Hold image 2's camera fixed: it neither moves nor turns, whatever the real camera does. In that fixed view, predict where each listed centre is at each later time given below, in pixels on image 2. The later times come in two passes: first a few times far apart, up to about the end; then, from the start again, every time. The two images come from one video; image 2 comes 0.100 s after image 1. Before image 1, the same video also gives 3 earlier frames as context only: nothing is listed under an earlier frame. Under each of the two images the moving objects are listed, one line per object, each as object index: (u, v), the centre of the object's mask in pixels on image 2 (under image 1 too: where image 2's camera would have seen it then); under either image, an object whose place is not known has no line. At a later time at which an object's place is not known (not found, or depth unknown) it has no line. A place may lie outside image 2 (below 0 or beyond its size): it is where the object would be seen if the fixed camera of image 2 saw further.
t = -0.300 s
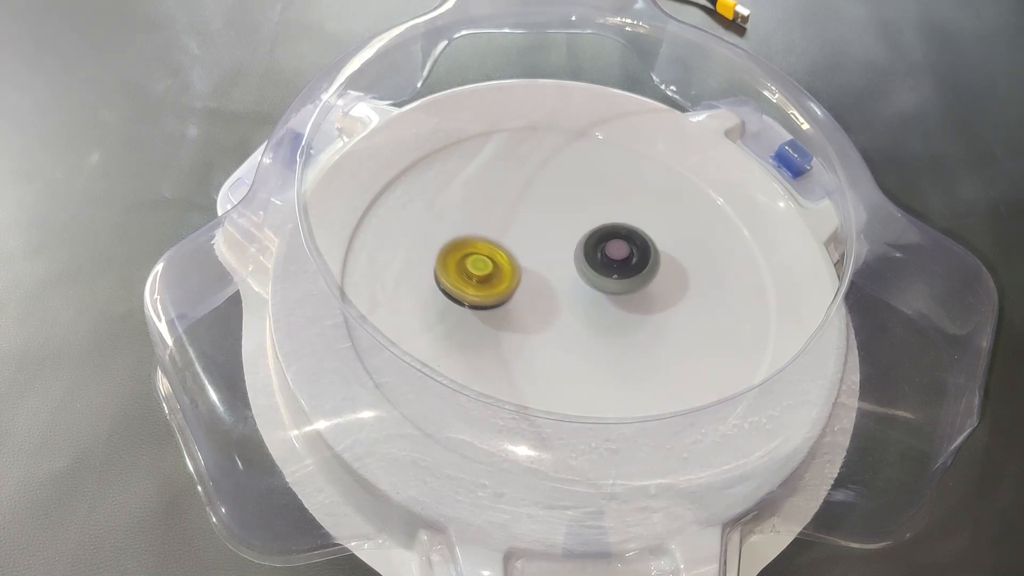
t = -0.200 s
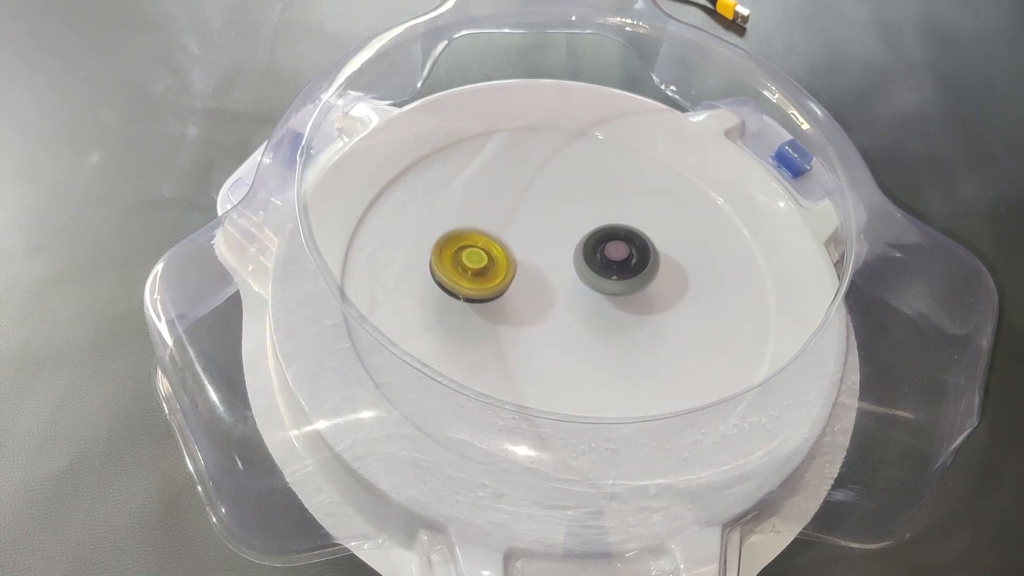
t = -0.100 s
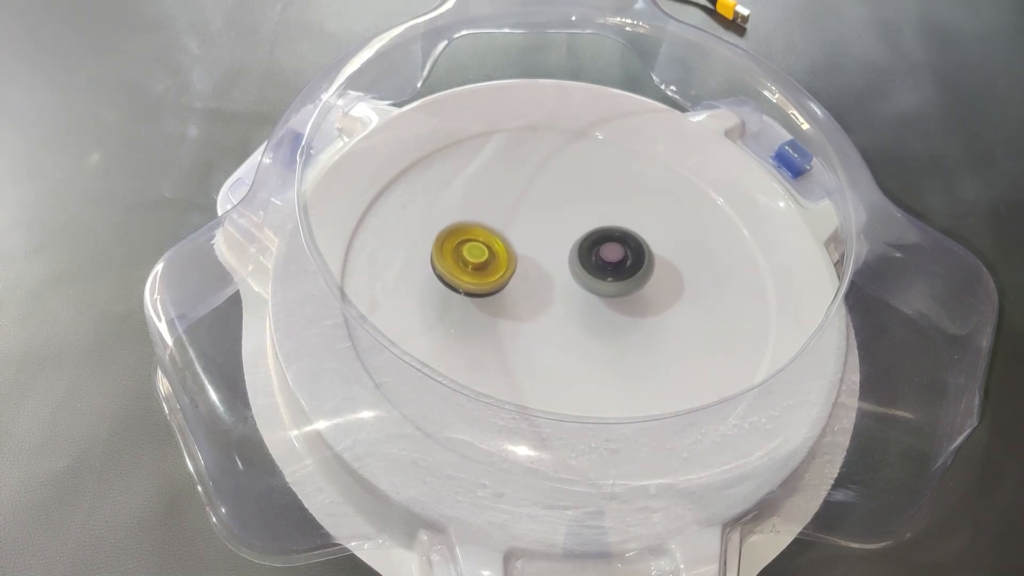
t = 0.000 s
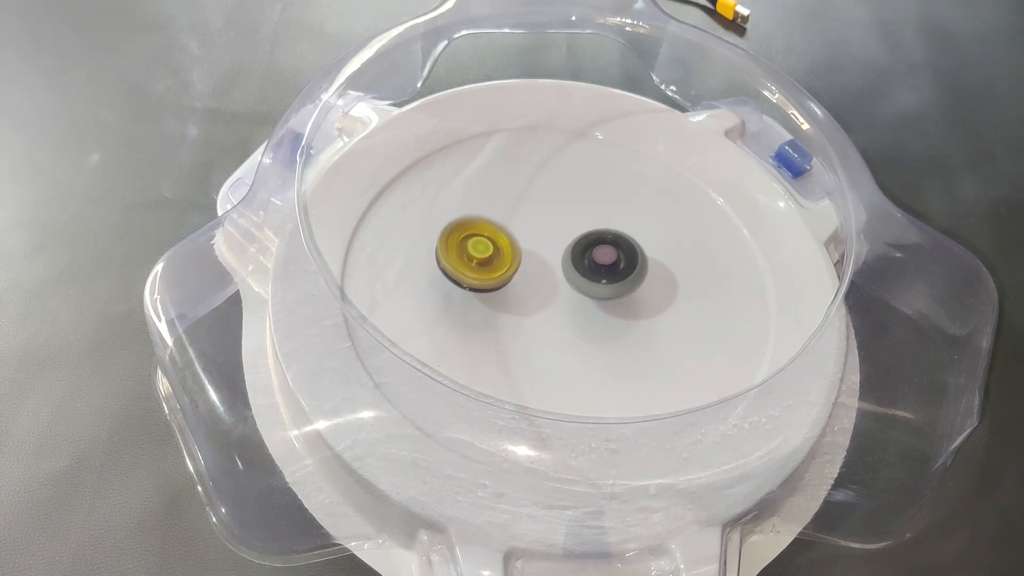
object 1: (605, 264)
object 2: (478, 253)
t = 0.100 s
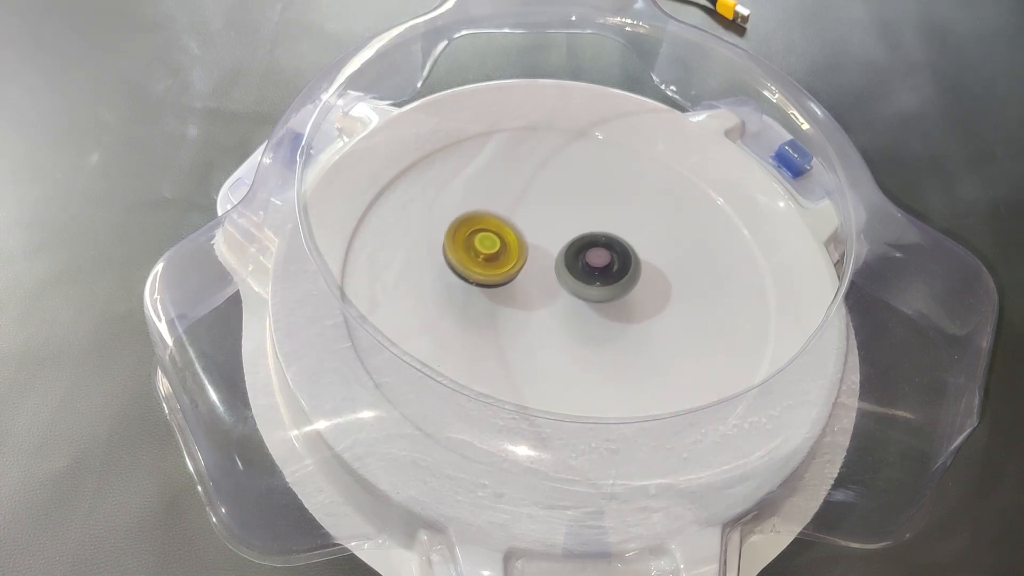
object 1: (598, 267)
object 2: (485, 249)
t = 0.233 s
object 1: (591, 272)
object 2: (497, 241)
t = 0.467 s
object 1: (599, 292)
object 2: (507, 213)
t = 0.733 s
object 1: (584, 289)
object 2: (535, 204)
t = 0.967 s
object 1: (567, 279)
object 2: (571, 206)
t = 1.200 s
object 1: (562, 276)
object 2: (616, 208)
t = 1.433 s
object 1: (565, 274)
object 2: (654, 211)
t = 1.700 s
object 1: (572, 268)
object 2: (670, 223)
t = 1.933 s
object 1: (577, 265)
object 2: (669, 240)
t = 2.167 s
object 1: (523, 266)
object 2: (737, 255)
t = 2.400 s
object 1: (531, 278)
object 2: (738, 264)
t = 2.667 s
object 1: (565, 289)
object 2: (691, 277)
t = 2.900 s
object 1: (547, 284)
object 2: (667, 297)
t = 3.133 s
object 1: (499, 256)
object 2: (701, 342)
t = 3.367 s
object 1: (465, 243)
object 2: (726, 361)
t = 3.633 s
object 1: (498, 258)
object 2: (679, 344)
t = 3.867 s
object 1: (548, 270)
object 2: (621, 324)
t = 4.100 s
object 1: (555, 234)
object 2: (609, 348)
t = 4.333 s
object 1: (580, 253)
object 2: (580, 330)
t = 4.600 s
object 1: (611, 230)
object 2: (532, 356)
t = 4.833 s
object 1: (599, 250)
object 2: (528, 343)
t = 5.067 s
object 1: (585, 266)
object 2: (520, 319)
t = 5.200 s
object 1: (746, 163)
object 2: (306, 377)
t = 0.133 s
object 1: (596, 268)
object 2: (487, 247)
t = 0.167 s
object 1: (594, 270)
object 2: (490, 245)
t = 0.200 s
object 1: (592, 271)
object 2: (494, 243)
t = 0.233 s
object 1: (591, 272)
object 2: (497, 241)
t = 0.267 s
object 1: (589, 273)
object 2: (501, 240)
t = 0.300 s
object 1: (588, 274)
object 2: (505, 238)
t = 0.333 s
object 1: (587, 275)
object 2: (509, 236)
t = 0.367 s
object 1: (586, 277)
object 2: (512, 232)
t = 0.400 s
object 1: (594, 284)
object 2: (507, 223)
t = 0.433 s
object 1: (598, 290)
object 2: (506, 217)
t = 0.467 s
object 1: (599, 292)
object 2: (507, 213)
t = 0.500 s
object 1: (600, 293)
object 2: (510, 211)
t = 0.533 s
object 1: (599, 293)
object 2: (513, 209)
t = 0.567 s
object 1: (598, 293)
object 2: (516, 208)
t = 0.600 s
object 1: (596, 293)
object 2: (519, 207)
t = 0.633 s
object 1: (593, 292)
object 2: (523, 206)
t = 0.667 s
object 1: (590, 291)
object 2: (526, 205)
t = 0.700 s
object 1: (587, 290)
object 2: (530, 205)
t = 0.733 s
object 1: (584, 289)
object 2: (535, 204)
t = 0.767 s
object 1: (581, 287)
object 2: (539, 204)
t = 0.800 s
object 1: (578, 286)
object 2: (543, 204)
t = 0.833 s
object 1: (575, 284)
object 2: (548, 204)
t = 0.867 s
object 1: (573, 283)
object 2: (554, 205)
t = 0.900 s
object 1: (571, 281)
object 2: (559, 205)
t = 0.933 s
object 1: (569, 280)
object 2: (565, 205)
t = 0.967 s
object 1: (567, 279)
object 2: (571, 206)
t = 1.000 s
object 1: (566, 278)
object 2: (577, 206)
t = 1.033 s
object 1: (565, 278)
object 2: (583, 206)
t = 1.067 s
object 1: (564, 277)
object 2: (590, 206)
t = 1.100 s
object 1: (563, 276)
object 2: (596, 207)
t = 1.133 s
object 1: (563, 276)
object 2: (602, 207)
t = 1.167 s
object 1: (562, 276)
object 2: (609, 208)
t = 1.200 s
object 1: (562, 276)
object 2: (616, 208)
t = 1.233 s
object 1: (562, 276)
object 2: (622, 208)
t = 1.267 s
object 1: (562, 276)
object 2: (628, 209)
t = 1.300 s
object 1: (562, 276)
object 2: (634, 209)
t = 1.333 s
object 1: (563, 276)
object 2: (639, 209)
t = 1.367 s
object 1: (563, 275)
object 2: (645, 210)
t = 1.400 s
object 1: (564, 275)
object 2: (649, 211)
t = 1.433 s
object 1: (565, 274)
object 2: (654, 211)
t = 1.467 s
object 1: (565, 273)
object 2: (657, 212)
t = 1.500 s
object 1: (566, 272)
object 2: (660, 213)
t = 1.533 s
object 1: (567, 272)
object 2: (663, 214)
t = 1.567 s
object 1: (568, 271)
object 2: (665, 216)
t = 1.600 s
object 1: (569, 270)
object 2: (667, 217)
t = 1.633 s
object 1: (570, 270)
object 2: (669, 219)
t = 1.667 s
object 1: (571, 269)
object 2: (670, 221)
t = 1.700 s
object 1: (572, 268)
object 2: (670, 223)
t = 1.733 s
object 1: (572, 268)
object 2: (671, 224)
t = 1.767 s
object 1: (573, 267)
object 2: (671, 227)
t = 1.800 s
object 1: (574, 266)
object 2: (671, 229)
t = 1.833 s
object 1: (575, 266)
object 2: (671, 232)
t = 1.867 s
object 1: (576, 266)
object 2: (670, 234)
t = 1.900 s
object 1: (577, 265)
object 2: (670, 237)
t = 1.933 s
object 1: (577, 265)
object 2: (669, 240)
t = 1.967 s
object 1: (578, 265)
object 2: (668, 243)
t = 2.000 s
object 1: (579, 265)
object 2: (667, 246)
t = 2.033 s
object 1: (580, 265)
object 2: (666, 250)
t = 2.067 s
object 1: (563, 264)
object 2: (683, 251)
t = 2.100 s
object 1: (545, 264)
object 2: (707, 253)
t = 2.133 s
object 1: (531, 265)
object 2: (726, 254)
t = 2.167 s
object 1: (523, 266)
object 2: (737, 255)
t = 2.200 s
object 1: (518, 268)
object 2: (743, 257)
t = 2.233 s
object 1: (516, 270)
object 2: (745, 258)
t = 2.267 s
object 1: (517, 272)
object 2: (745, 259)
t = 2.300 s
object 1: (519, 273)
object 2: (745, 261)
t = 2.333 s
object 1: (523, 275)
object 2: (743, 262)
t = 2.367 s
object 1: (527, 276)
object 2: (741, 263)
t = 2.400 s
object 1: (531, 278)
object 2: (738, 264)
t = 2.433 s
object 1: (536, 280)
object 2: (734, 266)
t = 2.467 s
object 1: (540, 282)
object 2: (729, 267)
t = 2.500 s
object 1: (545, 284)
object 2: (724, 268)
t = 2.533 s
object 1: (549, 285)
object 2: (718, 269)
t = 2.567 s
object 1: (553, 287)
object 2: (711, 271)
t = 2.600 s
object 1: (557, 288)
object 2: (706, 272)
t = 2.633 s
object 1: (561, 289)
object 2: (699, 274)
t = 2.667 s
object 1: (565, 289)
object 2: (691, 277)
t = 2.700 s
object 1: (568, 290)
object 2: (684, 279)
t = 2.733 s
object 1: (571, 289)
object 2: (676, 282)
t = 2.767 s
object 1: (574, 289)
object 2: (667, 286)
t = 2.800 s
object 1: (565, 287)
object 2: (669, 289)
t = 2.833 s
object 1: (556, 286)
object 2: (674, 292)
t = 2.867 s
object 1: (551, 285)
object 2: (672, 295)
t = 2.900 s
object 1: (547, 284)
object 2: (667, 297)
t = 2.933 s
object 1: (545, 283)
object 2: (662, 299)
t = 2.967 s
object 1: (545, 283)
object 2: (655, 300)
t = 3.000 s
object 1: (545, 282)
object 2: (648, 302)
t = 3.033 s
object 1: (547, 282)
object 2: (641, 304)
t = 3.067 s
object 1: (547, 281)
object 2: (637, 307)
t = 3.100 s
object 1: (520, 266)
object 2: (672, 327)
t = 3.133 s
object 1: (499, 256)
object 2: (701, 342)
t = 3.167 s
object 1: (483, 247)
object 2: (725, 356)
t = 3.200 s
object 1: (470, 240)
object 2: (742, 365)
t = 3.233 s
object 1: (463, 238)
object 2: (747, 369)
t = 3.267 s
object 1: (460, 237)
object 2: (743, 369)
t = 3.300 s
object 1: (461, 238)
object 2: (738, 367)
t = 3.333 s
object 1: (463, 240)
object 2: (733, 365)
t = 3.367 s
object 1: (465, 243)
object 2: (726, 361)
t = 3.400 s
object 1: (467, 245)
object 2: (722, 360)
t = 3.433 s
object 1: (469, 247)
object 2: (717, 359)
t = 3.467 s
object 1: (472, 248)
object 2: (712, 358)
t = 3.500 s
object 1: (476, 250)
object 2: (706, 355)
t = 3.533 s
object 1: (480, 252)
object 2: (700, 353)
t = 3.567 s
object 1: (485, 254)
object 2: (693, 350)
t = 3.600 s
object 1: (491, 256)
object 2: (687, 347)
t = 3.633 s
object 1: (498, 258)
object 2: (679, 344)
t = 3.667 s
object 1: (505, 260)
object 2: (672, 341)
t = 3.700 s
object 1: (512, 262)
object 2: (664, 338)
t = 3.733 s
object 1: (519, 264)
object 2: (656, 335)
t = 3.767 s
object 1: (526, 266)
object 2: (647, 332)
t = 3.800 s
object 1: (534, 267)
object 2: (639, 329)
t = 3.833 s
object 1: (541, 269)
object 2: (629, 327)
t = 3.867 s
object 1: (548, 270)
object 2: (621, 324)
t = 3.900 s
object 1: (551, 266)
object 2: (617, 327)
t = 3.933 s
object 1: (548, 255)
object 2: (622, 339)
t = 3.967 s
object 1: (547, 245)
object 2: (622, 348)
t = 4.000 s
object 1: (548, 237)
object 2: (619, 351)
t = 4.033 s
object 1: (550, 234)
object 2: (616, 351)
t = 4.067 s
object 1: (553, 232)
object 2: (612, 349)
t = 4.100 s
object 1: (555, 234)
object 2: (609, 348)
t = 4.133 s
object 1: (559, 236)
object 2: (605, 346)
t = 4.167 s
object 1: (562, 238)
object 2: (601, 344)
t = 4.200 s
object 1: (566, 241)
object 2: (596, 342)
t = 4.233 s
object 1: (570, 244)
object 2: (592, 339)
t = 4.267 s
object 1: (573, 247)
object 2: (588, 336)
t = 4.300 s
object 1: (577, 250)
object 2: (584, 333)
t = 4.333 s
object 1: (580, 253)
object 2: (580, 330)
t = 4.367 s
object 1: (583, 255)
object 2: (576, 327)
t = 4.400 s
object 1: (586, 256)
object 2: (571, 327)
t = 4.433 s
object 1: (593, 245)
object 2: (559, 341)
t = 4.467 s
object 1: (600, 237)
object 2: (548, 350)
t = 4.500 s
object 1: (606, 231)
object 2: (541, 355)
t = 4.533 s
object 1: (609, 229)
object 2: (536, 356)
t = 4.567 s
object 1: (610, 229)
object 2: (533, 356)
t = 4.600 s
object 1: (611, 230)
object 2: (532, 356)
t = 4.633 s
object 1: (610, 232)
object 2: (531, 355)
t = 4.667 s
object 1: (610, 235)
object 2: (530, 354)
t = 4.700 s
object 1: (608, 238)
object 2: (530, 352)
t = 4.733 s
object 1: (606, 241)
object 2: (529, 351)
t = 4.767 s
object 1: (604, 244)
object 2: (529, 349)
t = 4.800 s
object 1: (601, 247)
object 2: (529, 346)
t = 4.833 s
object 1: (599, 250)
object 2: (528, 343)
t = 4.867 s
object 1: (596, 252)
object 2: (528, 340)
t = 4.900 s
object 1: (594, 255)
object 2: (528, 337)
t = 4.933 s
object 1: (591, 257)
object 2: (527, 333)
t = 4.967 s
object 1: (589, 260)
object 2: (528, 329)
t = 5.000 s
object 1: (587, 262)
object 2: (528, 324)
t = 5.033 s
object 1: (585, 265)
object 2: (528, 320)
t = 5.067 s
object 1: (585, 266)
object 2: (520, 319)
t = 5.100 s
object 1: (641, 234)
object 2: (454, 340)
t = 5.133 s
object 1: (684, 209)
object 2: (391, 361)
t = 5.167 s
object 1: (724, 182)
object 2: (346, 367)
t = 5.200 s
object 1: (746, 163)
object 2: (306, 377)
